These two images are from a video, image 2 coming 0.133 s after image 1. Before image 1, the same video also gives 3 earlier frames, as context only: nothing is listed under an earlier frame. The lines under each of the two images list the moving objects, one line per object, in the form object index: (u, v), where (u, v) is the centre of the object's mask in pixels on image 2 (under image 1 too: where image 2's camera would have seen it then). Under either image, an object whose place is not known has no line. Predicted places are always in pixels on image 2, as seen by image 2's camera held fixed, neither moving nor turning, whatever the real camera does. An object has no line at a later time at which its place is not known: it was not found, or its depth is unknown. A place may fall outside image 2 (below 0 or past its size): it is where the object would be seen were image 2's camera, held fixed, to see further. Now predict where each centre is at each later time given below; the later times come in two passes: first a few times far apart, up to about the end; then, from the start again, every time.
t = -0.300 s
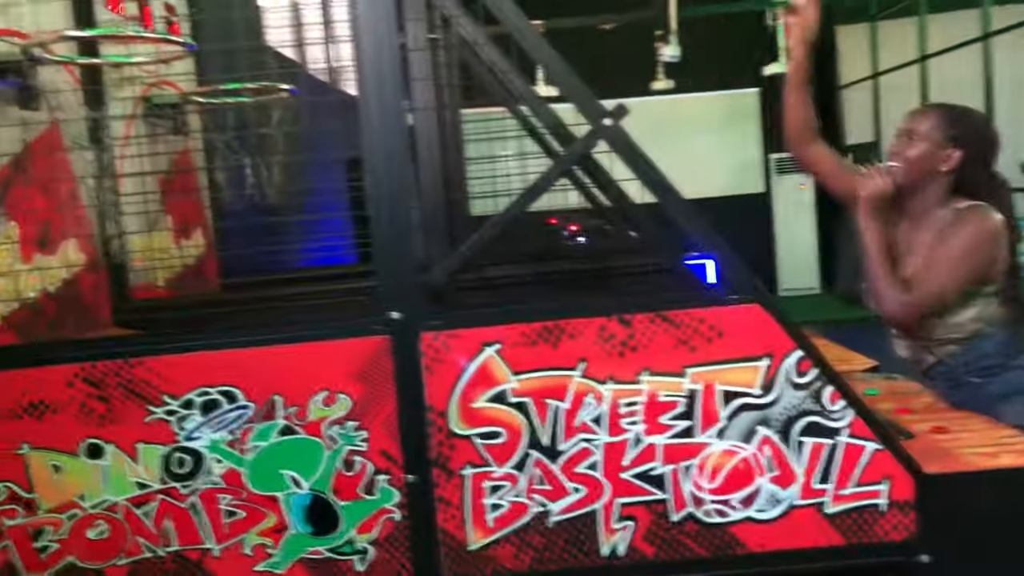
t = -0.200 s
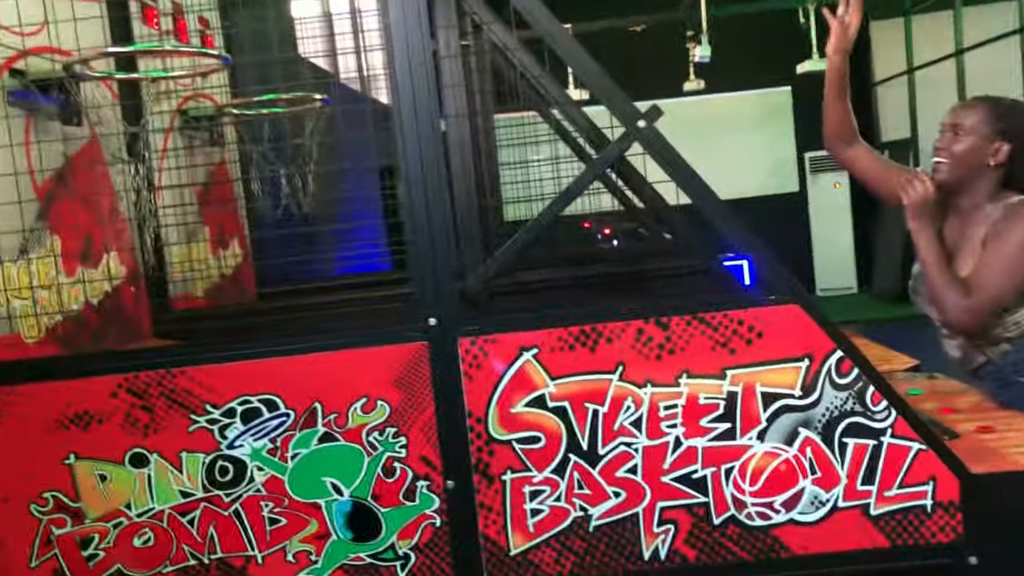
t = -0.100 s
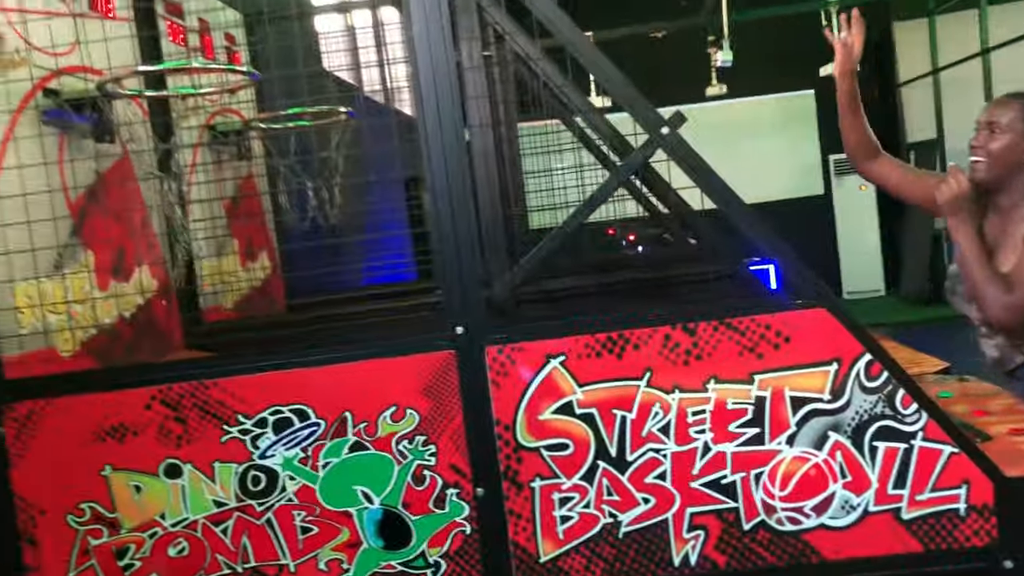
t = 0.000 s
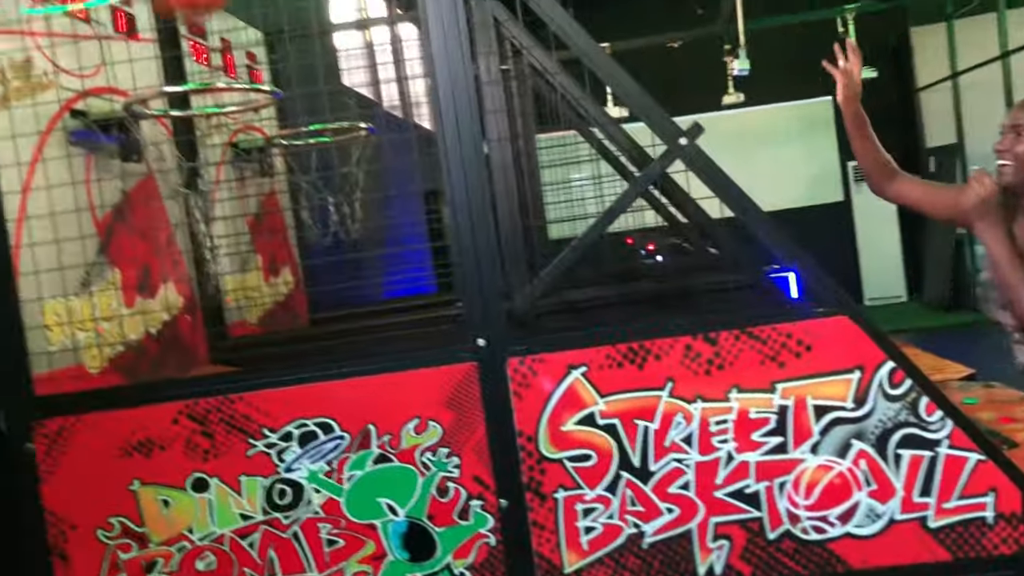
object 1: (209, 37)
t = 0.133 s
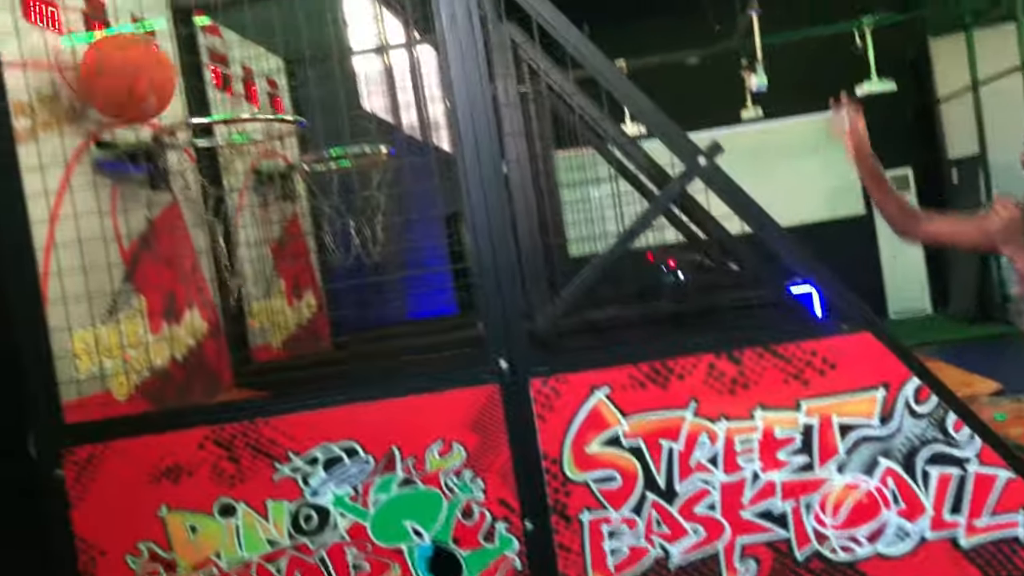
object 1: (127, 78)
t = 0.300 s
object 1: (138, 15)
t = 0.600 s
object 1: (218, 171)
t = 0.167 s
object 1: (127, 56)
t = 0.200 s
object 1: (129, 39)
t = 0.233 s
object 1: (131, 26)
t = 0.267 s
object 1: (134, 19)
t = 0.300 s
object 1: (138, 15)
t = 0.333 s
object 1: (141, 16)
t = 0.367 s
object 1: (146, 21)
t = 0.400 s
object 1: (154, 30)
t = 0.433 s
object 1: (163, 41)
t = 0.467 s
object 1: (173, 58)
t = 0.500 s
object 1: (182, 79)
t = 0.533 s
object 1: (192, 106)
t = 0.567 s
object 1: (205, 137)
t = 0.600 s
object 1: (218, 171)
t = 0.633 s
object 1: (230, 207)
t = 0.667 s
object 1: (247, 250)
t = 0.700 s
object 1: (263, 301)
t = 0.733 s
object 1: (275, 349)
